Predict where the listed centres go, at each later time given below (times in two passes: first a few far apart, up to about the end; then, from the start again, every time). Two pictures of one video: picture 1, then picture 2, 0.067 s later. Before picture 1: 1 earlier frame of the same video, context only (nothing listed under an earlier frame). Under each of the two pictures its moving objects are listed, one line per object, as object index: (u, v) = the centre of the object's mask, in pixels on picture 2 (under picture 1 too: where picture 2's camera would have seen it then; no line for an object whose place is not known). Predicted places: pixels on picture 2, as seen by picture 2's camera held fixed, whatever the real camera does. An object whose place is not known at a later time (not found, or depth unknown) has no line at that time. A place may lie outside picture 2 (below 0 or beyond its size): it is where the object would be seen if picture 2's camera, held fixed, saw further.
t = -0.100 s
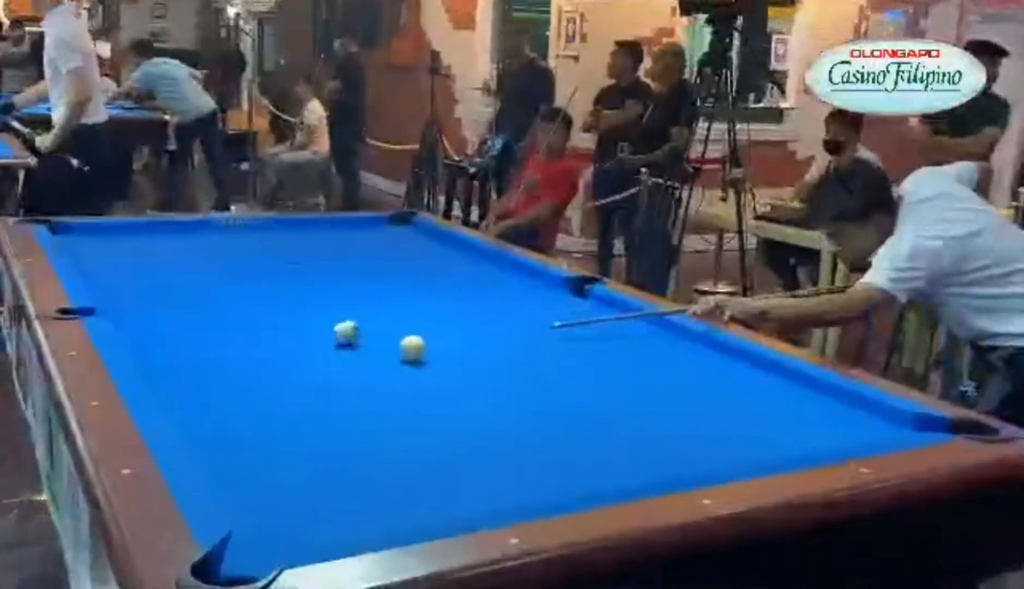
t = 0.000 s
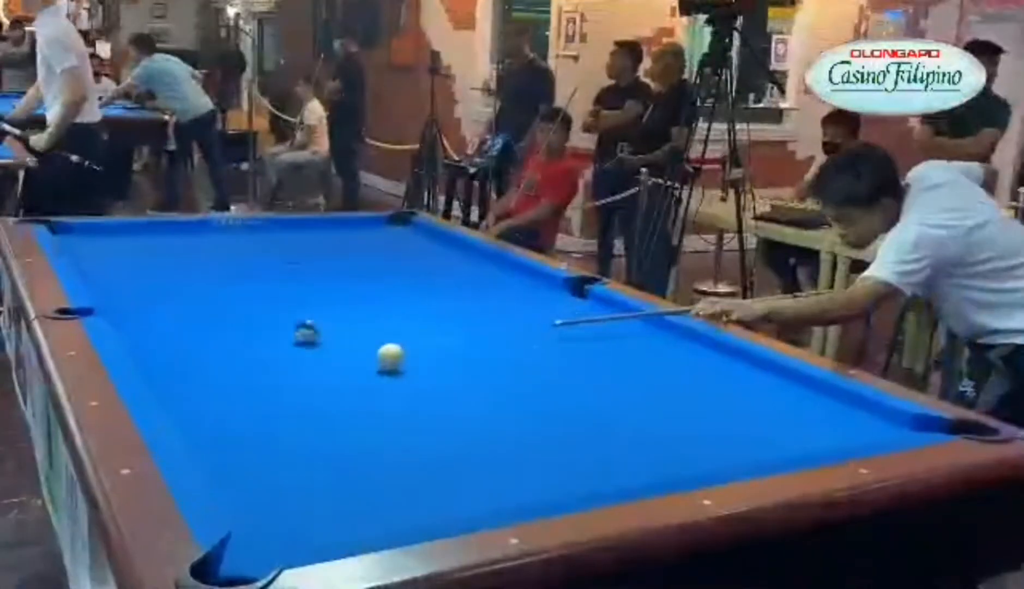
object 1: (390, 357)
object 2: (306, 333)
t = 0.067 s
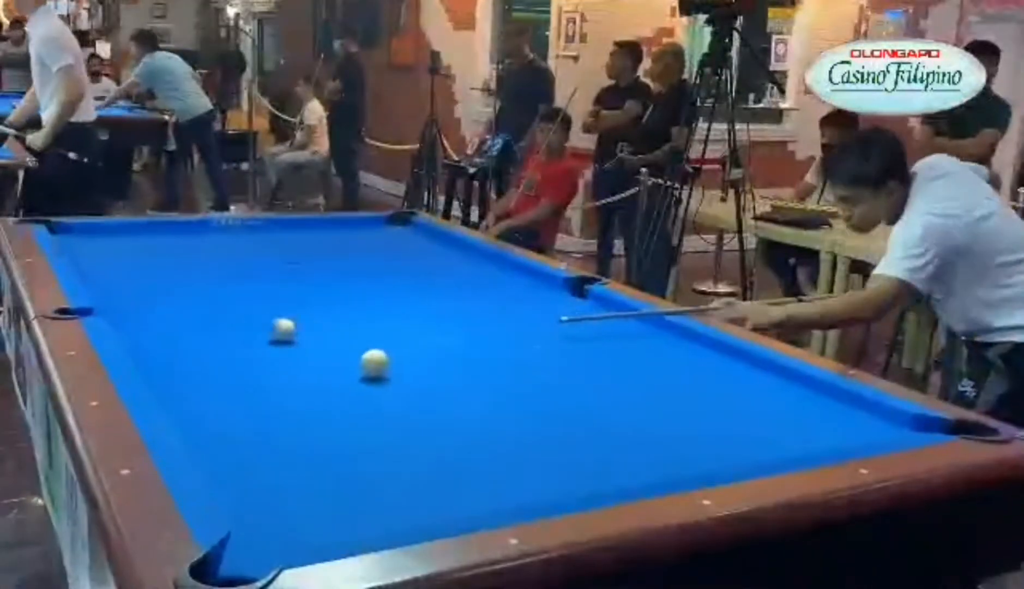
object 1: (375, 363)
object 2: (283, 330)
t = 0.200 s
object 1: (341, 377)
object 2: (234, 328)
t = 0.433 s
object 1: (276, 403)
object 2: (154, 321)
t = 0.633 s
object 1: (211, 427)
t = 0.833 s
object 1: (225, 441)
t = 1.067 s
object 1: (282, 447)
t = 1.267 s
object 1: (329, 454)
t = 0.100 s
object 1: (367, 367)
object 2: (270, 328)
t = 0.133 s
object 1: (359, 369)
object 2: (258, 327)
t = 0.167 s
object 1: (350, 373)
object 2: (246, 327)
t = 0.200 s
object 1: (341, 377)
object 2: (234, 328)
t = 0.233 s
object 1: (333, 380)
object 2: (225, 326)
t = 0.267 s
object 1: (324, 383)
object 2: (213, 325)
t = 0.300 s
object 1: (315, 387)
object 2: (201, 324)
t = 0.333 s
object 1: (305, 391)
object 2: (188, 322)
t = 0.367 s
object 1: (296, 395)
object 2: (177, 322)
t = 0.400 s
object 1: (286, 398)
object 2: (165, 322)
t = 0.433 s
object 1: (276, 403)
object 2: (154, 321)
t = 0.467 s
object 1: (265, 406)
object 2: (144, 321)
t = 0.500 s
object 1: (256, 410)
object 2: (132, 320)
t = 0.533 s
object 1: (245, 415)
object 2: (120, 318)
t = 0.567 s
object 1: (235, 417)
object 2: (110, 315)
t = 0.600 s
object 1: (223, 422)
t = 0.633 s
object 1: (211, 427)
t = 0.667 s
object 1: (201, 431)
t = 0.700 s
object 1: (191, 434)
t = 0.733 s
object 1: (199, 437)
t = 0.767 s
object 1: (209, 436)
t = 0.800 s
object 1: (217, 438)
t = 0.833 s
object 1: (225, 441)
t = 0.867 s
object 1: (233, 442)
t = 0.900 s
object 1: (242, 443)
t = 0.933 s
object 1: (250, 443)
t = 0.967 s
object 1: (258, 444)
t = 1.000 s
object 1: (266, 446)
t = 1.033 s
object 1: (274, 447)
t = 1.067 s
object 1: (282, 447)
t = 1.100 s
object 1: (290, 448)
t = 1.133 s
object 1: (298, 449)
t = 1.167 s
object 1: (306, 450)
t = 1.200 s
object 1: (314, 451)
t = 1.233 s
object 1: (322, 453)
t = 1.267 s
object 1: (329, 454)
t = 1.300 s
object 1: (337, 455)
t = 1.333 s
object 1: (344, 456)
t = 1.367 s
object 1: (352, 457)
